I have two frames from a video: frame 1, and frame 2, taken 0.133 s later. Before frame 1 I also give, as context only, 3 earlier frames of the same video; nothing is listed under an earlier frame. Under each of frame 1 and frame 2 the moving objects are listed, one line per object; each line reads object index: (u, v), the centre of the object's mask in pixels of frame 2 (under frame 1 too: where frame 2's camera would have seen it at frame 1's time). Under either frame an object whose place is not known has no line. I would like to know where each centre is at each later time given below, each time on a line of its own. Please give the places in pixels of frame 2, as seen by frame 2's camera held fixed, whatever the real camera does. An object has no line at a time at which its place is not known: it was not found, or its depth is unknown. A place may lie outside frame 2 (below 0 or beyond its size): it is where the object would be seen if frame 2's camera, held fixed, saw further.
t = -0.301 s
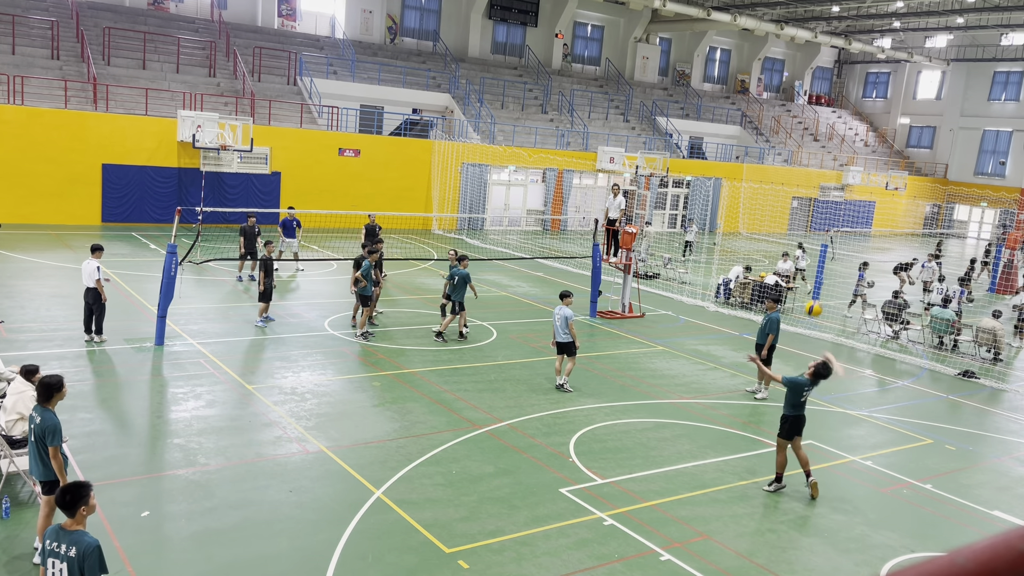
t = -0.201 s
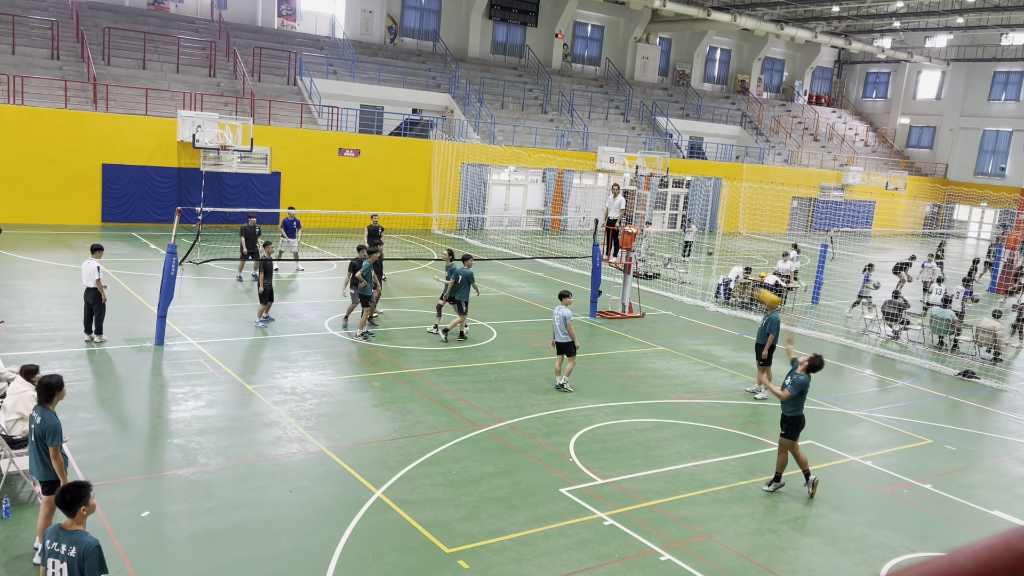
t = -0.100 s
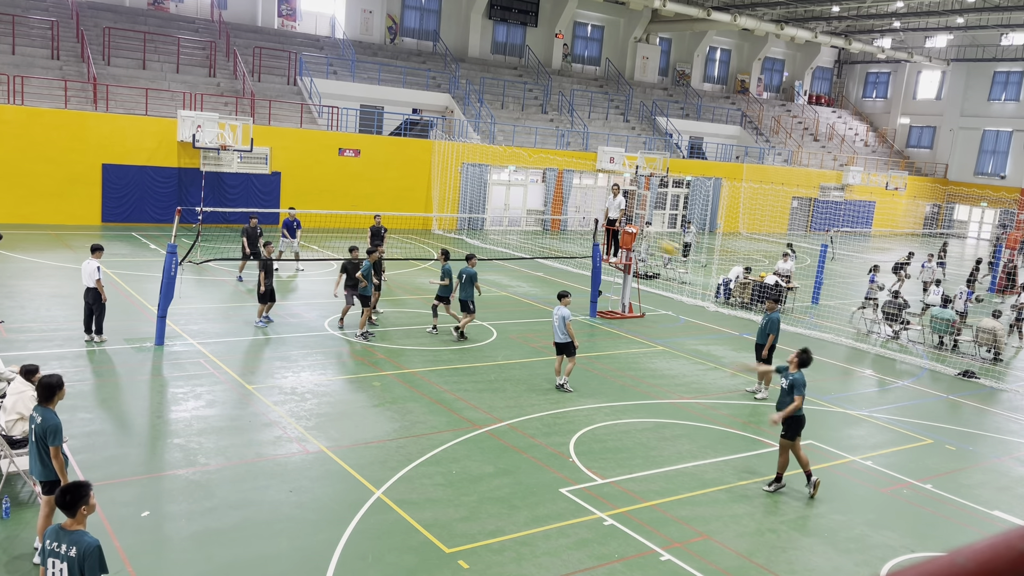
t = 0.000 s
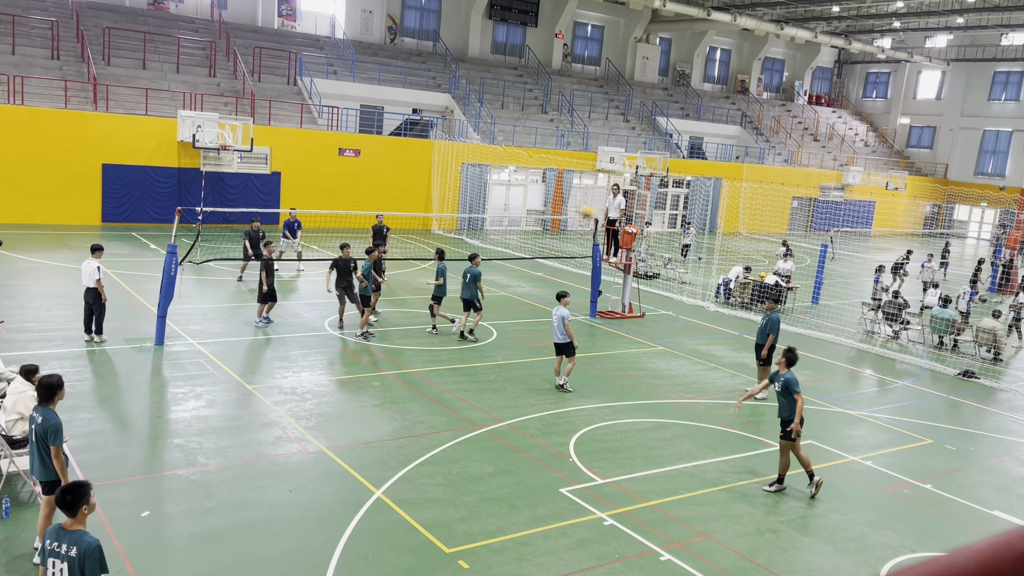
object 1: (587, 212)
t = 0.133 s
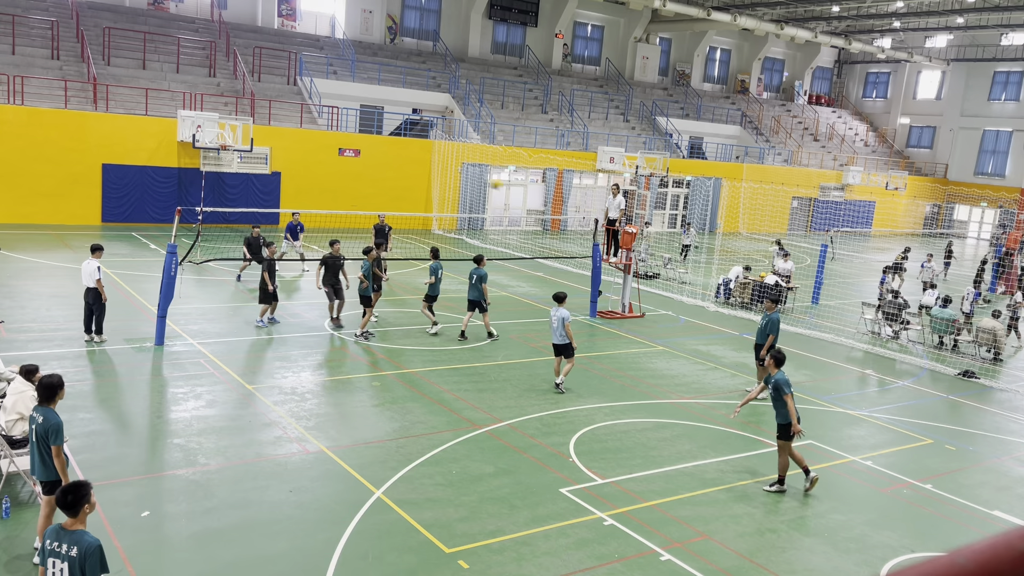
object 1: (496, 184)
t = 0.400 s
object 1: (356, 160)
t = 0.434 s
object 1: (340, 160)
